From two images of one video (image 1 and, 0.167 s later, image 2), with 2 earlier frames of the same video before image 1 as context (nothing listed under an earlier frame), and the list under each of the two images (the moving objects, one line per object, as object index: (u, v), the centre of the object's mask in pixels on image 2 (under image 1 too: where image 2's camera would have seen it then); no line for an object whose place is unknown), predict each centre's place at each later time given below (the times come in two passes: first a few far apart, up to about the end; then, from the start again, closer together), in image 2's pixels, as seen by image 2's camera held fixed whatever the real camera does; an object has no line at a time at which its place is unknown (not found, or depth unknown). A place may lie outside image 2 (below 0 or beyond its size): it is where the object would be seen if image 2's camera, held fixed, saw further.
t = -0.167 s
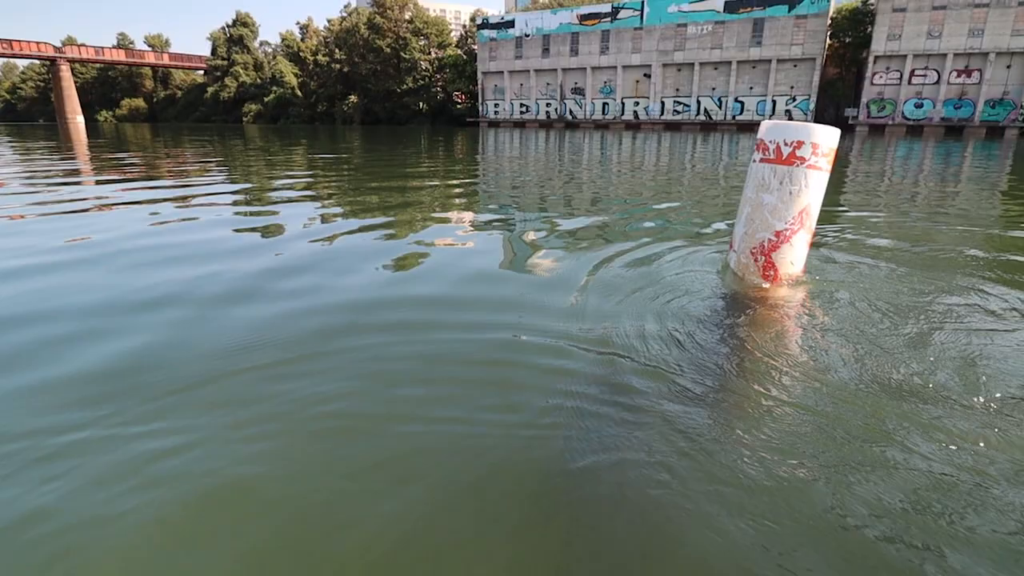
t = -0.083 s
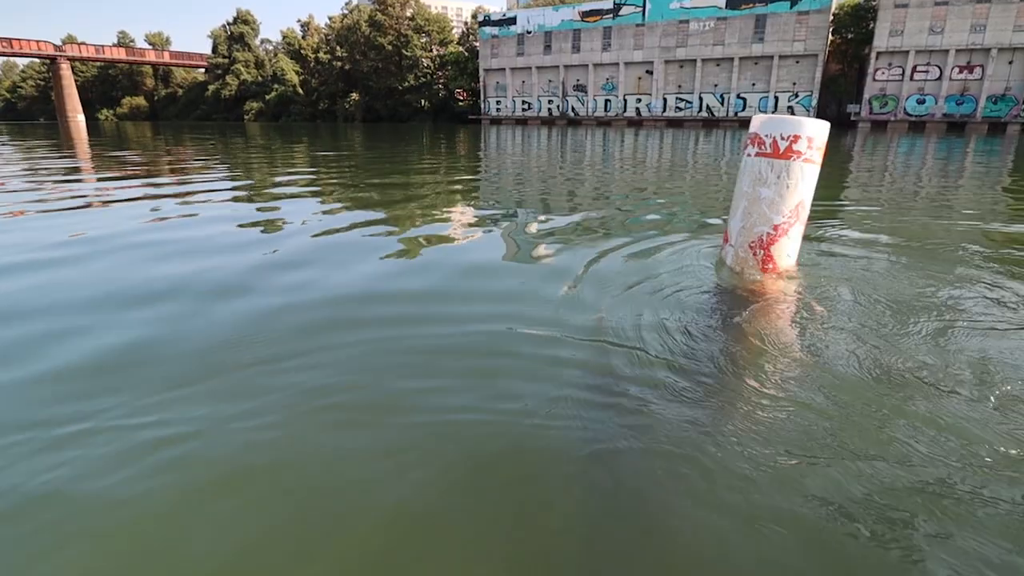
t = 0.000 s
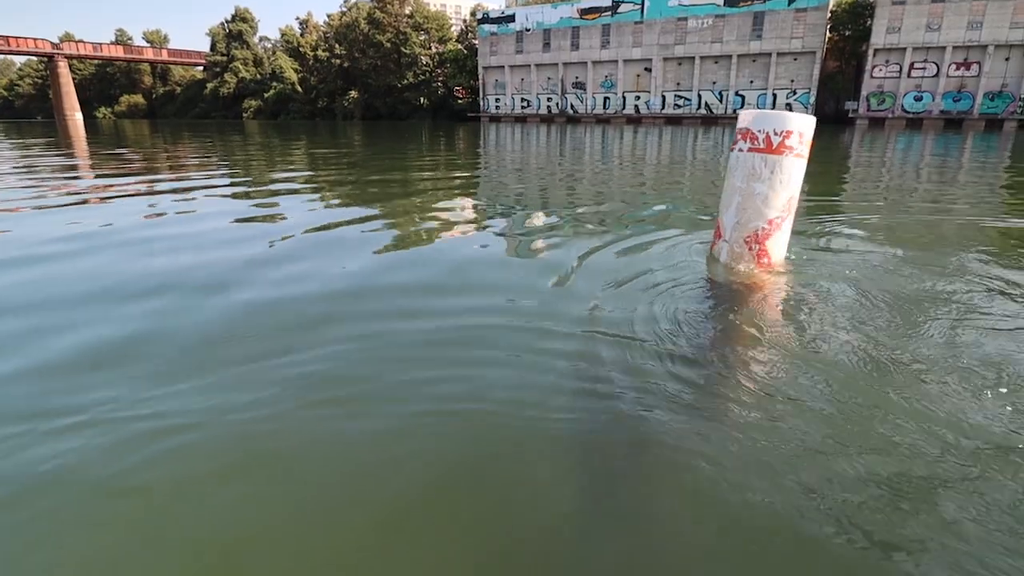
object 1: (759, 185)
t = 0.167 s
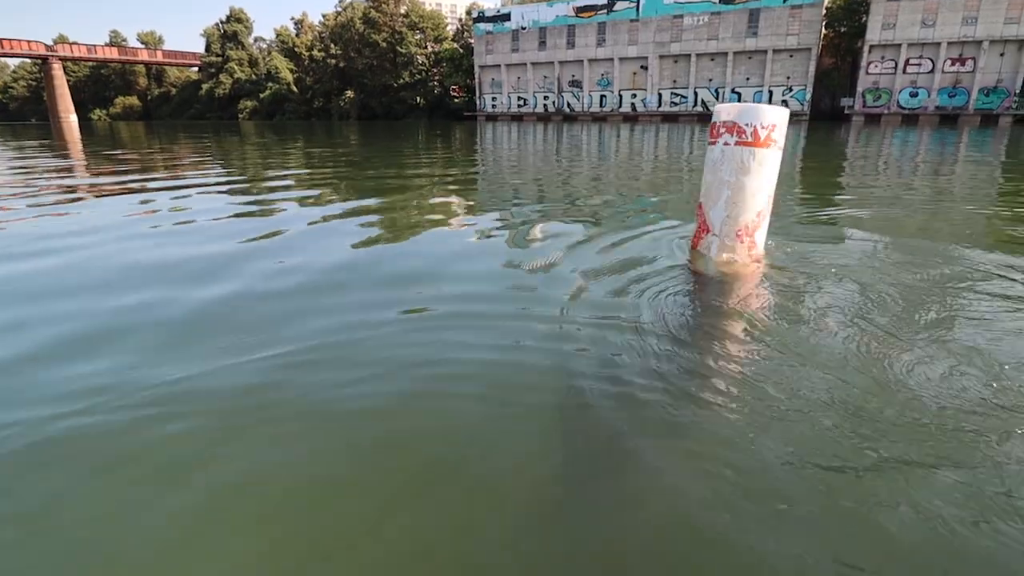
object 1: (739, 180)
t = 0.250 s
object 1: (732, 178)
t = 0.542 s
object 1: (704, 176)
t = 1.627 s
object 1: (675, 191)
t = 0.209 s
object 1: (737, 180)
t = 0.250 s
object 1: (732, 178)
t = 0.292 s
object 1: (728, 178)
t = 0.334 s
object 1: (722, 178)
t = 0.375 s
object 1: (719, 177)
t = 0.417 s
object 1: (713, 177)
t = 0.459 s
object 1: (710, 176)
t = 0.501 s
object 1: (707, 175)
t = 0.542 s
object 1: (704, 176)
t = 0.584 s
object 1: (702, 176)
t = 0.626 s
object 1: (701, 178)
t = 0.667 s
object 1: (700, 179)
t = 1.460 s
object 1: (685, 191)
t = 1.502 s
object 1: (681, 190)
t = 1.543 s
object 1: (678, 191)
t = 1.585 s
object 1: (675, 191)
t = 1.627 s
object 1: (675, 191)
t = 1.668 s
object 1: (673, 190)
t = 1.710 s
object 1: (673, 190)
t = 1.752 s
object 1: (672, 190)
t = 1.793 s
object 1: (671, 190)
